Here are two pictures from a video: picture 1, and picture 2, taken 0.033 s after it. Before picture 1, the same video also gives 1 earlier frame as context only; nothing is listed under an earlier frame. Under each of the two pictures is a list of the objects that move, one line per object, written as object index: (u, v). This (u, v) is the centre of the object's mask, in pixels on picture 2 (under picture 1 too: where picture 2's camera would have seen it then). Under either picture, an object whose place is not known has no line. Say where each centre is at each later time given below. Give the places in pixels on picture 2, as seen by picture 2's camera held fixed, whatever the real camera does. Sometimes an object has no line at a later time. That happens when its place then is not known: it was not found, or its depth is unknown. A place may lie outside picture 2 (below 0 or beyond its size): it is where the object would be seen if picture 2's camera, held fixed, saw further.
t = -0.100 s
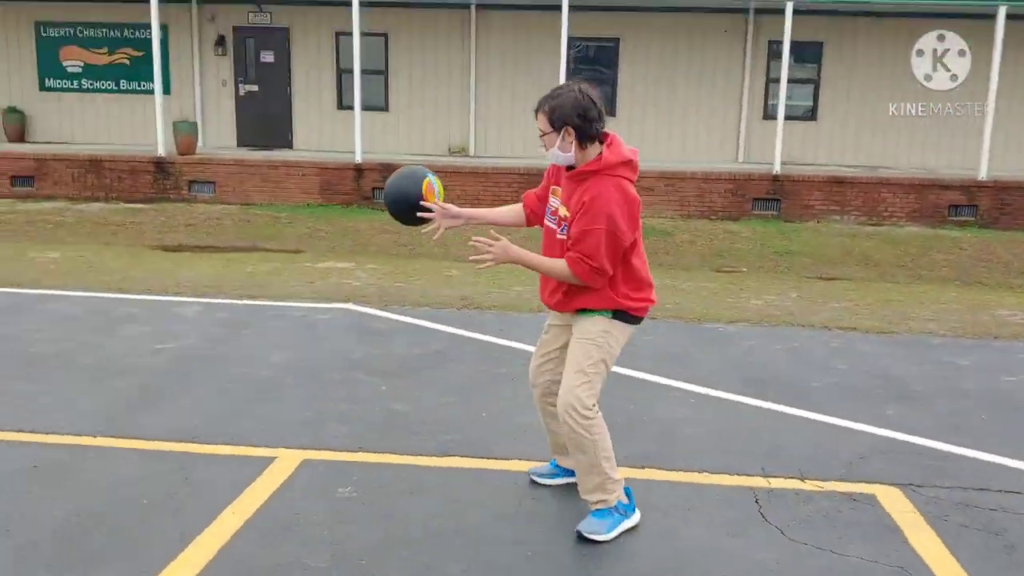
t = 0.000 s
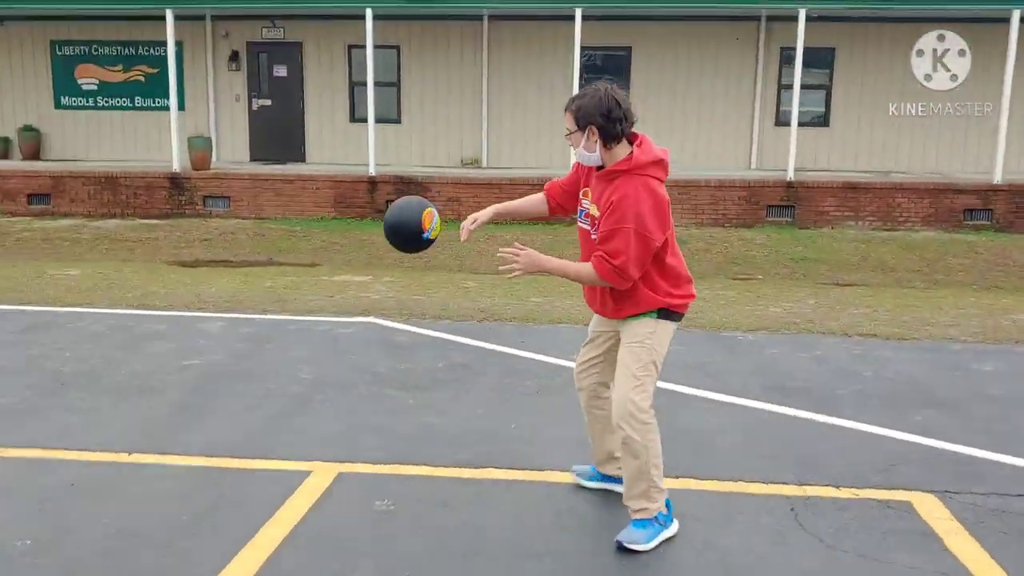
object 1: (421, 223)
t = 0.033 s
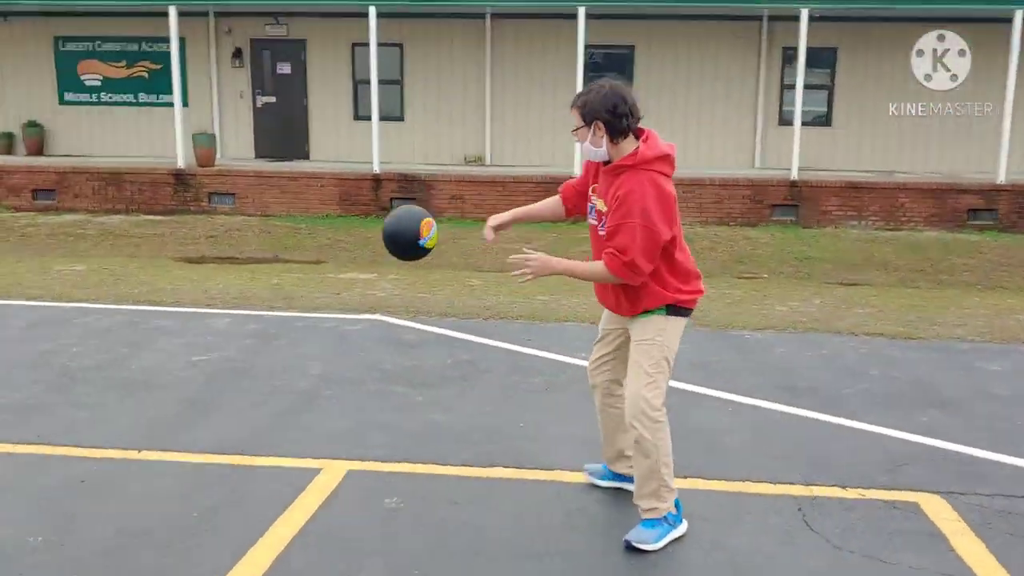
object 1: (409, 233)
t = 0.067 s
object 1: (399, 245)
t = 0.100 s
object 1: (389, 259)
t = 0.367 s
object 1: (325, 373)
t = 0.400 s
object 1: (321, 351)
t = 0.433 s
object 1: (318, 331)
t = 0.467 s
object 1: (315, 314)
